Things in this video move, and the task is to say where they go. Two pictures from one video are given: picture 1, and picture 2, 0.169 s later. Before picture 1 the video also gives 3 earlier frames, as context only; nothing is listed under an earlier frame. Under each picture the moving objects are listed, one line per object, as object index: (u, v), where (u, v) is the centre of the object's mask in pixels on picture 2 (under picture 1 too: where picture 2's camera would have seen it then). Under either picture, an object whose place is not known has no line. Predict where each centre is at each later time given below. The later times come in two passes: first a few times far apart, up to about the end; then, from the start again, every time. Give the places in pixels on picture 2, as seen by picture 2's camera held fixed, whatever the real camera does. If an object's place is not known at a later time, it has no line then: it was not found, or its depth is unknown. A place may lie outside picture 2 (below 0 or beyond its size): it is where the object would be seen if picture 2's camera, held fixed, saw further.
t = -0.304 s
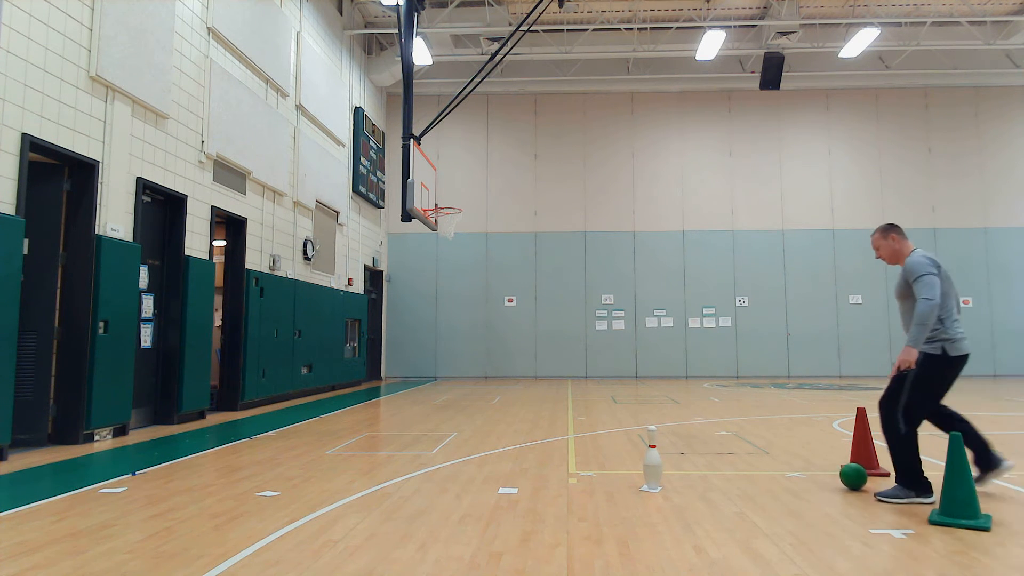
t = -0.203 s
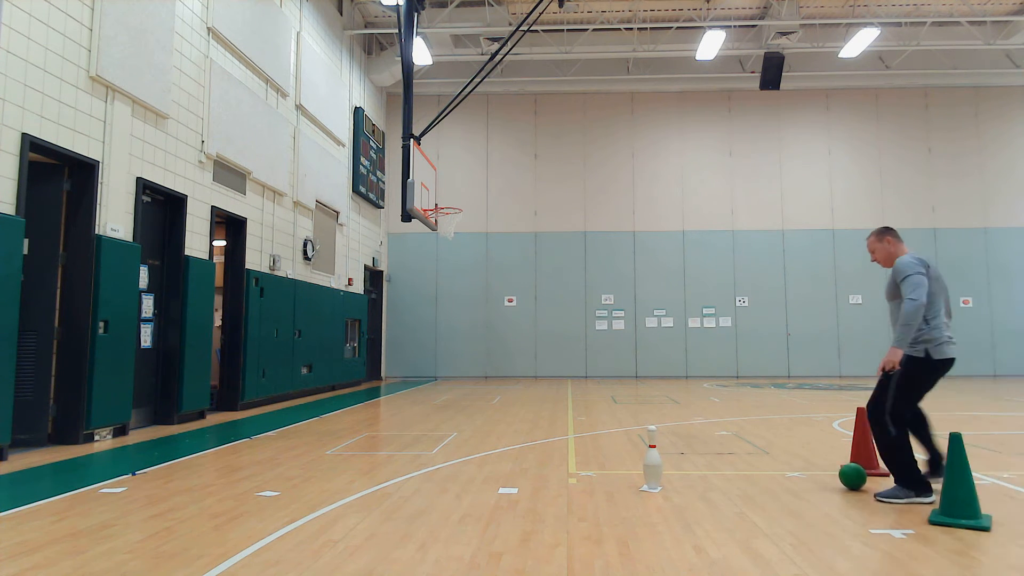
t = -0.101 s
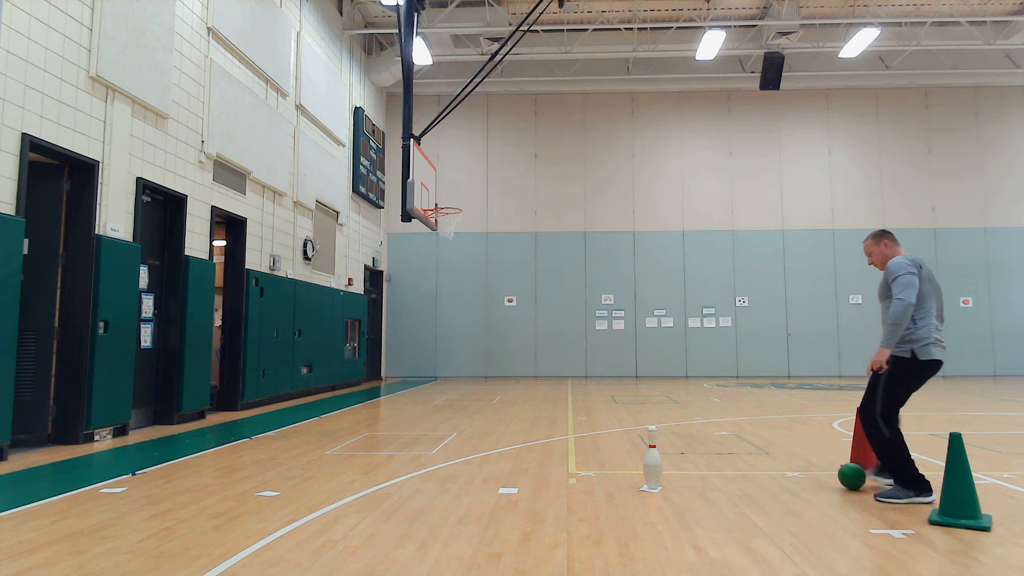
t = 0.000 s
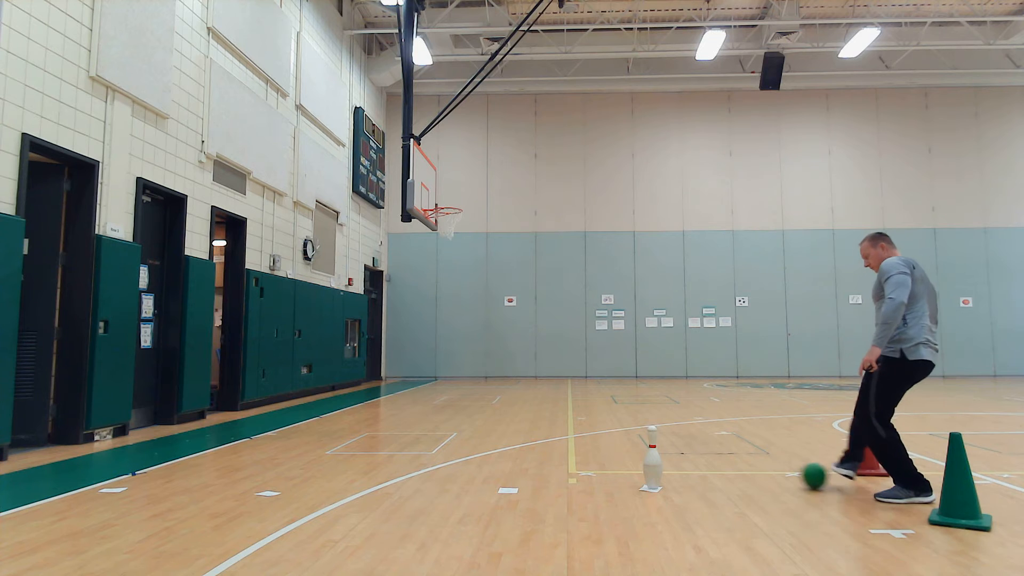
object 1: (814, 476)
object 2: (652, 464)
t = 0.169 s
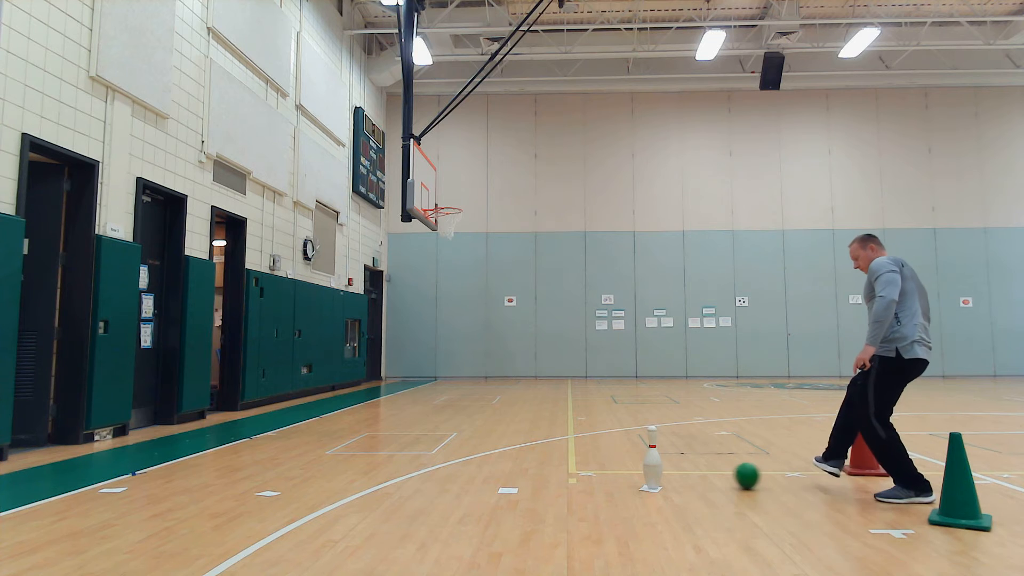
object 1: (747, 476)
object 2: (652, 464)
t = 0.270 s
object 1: (711, 475)
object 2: (652, 464)
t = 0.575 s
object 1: (671, 474)
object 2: (631, 462)
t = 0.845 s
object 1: (667, 473)
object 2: (620, 464)
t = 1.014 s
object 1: (665, 472)
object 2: (626, 479)
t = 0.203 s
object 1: (735, 475)
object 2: (652, 464)
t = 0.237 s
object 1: (723, 475)
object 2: (652, 464)
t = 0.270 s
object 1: (711, 475)
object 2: (652, 464)
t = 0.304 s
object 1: (700, 475)
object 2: (652, 464)
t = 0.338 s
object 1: (688, 475)
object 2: (652, 464)
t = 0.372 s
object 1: (677, 475)
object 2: (652, 464)
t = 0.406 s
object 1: (673, 474)
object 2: (650, 464)
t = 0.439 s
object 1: (673, 473)
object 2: (646, 464)
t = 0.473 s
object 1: (673, 475)
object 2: (642, 465)
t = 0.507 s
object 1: (673, 474)
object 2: (637, 462)
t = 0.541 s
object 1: (672, 474)
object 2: (634, 462)
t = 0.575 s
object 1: (671, 474)
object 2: (631, 462)
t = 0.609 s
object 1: (671, 474)
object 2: (628, 462)
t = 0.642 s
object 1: (670, 474)
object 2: (626, 462)
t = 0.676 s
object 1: (669, 474)
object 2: (624, 462)
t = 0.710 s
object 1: (669, 474)
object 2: (623, 462)
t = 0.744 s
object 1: (668, 473)
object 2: (622, 462)
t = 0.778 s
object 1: (668, 473)
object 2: (621, 463)
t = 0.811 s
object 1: (667, 473)
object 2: (620, 463)
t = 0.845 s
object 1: (667, 473)
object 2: (620, 464)
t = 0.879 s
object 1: (666, 473)
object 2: (620, 465)
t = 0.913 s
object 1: (666, 473)
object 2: (619, 468)
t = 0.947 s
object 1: (666, 473)
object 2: (619, 471)
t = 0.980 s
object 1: (665, 473)
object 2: (620, 475)
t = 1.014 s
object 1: (665, 472)
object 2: (626, 479)
